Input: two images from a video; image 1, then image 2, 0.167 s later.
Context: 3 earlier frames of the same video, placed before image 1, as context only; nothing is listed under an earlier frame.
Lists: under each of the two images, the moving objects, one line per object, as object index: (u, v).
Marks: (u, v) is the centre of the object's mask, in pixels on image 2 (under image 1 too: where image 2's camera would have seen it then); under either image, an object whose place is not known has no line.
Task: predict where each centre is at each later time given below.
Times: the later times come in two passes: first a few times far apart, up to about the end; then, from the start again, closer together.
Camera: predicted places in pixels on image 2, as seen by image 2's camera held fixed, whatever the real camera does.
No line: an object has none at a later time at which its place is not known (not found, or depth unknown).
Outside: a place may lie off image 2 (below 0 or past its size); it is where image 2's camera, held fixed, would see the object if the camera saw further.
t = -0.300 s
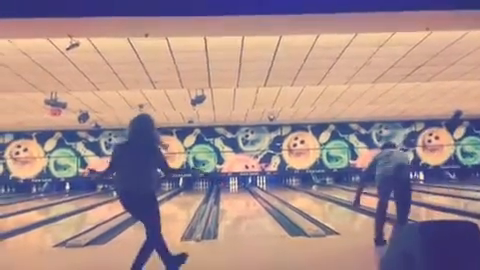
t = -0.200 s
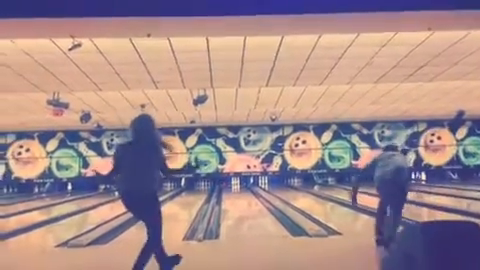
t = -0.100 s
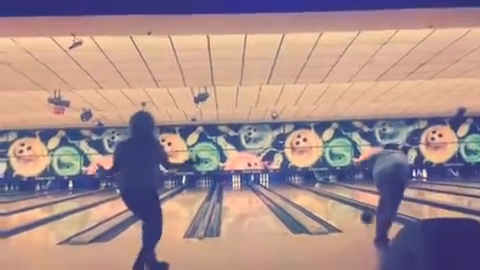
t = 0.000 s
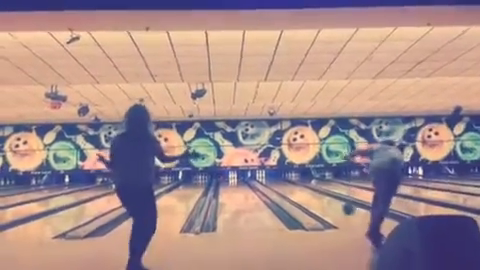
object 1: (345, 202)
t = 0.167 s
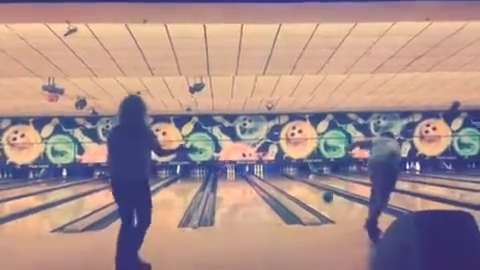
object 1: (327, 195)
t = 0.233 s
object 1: (322, 195)
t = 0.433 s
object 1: (307, 188)
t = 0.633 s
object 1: (295, 185)
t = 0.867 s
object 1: (284, 182)
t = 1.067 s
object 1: (278, 181)
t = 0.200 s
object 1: (324, 195)
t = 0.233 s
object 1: (322, 195)
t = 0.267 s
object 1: (319, 193)
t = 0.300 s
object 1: (316, 191)
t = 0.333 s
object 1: (314, 190)
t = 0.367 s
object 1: (312, 190)
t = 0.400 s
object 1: (309, 190)
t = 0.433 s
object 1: (307, 188)
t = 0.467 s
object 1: (304, 188)
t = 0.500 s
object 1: (302, 187)
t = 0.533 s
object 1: (300, 186)
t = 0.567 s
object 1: (298, 185)
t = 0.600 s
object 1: (296, 185)
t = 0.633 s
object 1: (295, 185)
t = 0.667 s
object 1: (293, 184)
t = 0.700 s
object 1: (292, 184)
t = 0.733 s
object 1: (290, 183)
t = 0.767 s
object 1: (288, 182)
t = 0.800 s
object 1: (287, 182)
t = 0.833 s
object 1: (286, 182)
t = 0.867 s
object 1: (284, 182)
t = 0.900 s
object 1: (283, 181)
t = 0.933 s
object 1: (282, 181)
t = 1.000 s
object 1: (278, 181)
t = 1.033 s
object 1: (278, 180)
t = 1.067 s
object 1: (278, 181)
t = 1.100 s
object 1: (278, 180)
